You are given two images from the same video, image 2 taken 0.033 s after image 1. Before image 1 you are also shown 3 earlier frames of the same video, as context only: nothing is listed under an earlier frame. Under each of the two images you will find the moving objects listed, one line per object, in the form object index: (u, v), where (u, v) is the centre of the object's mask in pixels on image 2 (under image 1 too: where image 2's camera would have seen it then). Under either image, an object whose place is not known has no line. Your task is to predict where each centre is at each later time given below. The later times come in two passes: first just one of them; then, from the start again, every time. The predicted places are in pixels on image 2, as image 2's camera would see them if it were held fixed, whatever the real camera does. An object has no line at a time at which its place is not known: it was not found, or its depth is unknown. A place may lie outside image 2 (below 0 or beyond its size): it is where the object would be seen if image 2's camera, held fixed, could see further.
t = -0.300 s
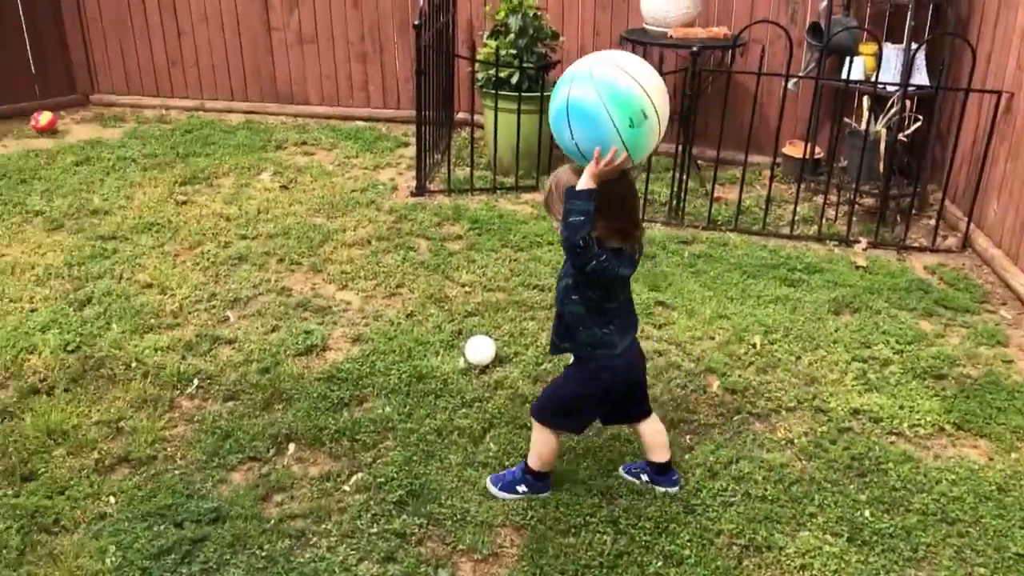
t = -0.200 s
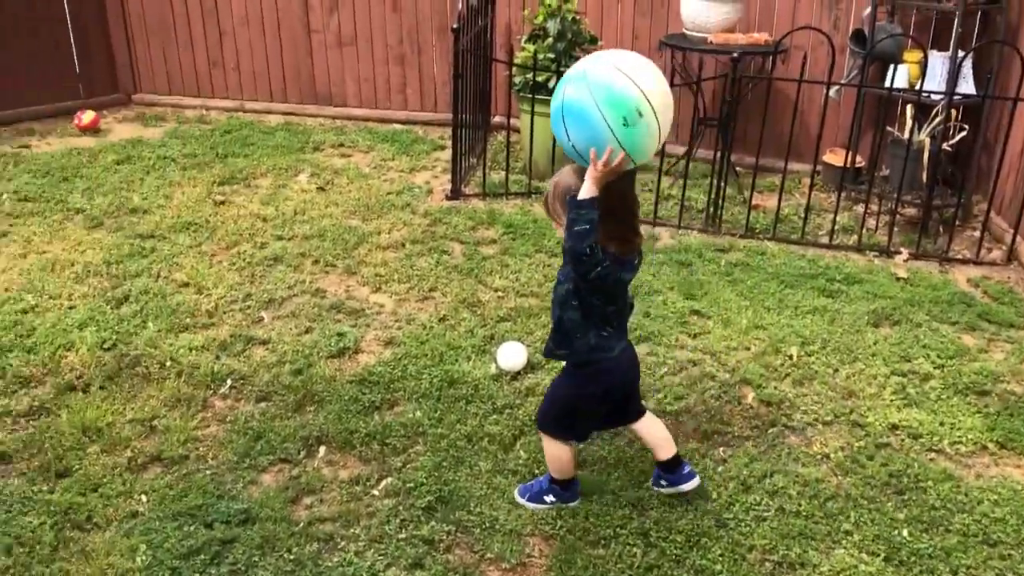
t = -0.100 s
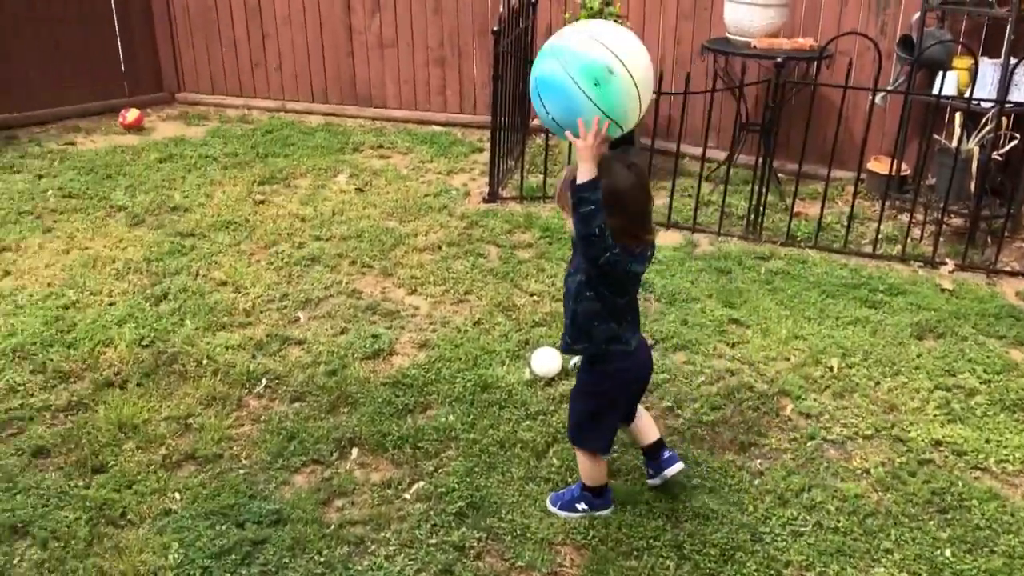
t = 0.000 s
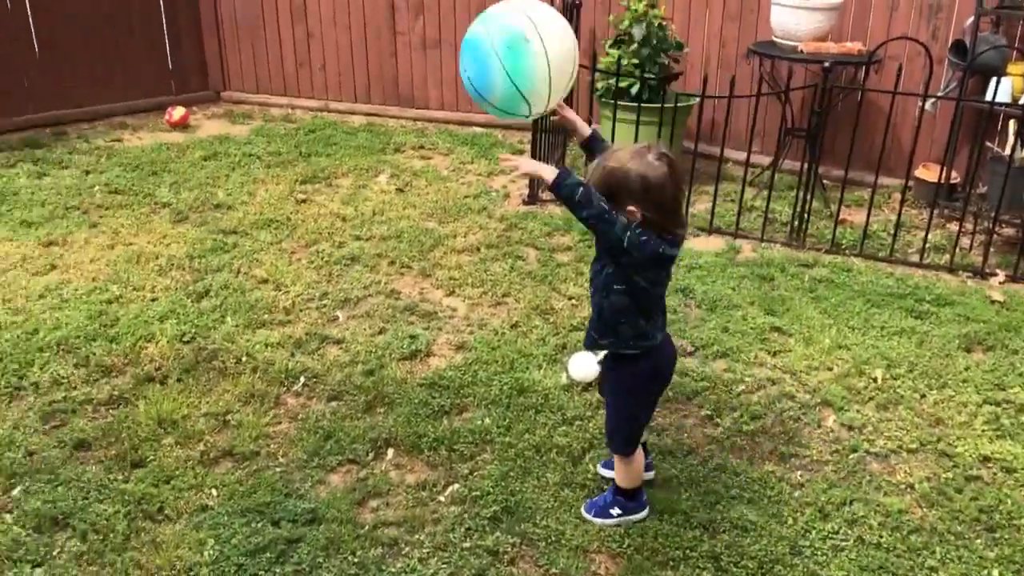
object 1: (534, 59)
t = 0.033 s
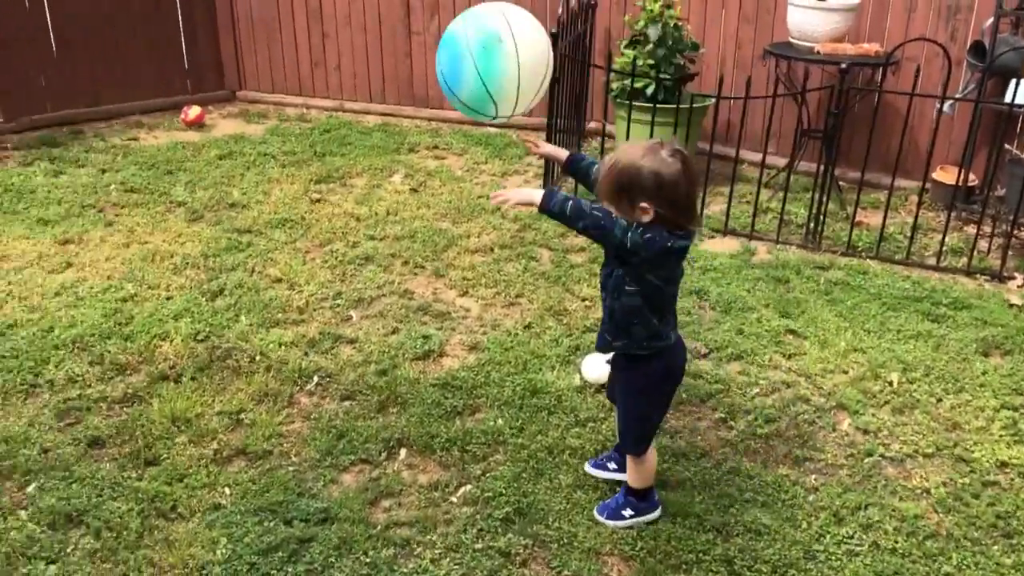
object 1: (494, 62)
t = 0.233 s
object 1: (298, 169)
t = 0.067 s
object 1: (456, 69)
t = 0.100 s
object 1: (420, 81)
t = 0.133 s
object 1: (387, 97)
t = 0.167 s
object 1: (355, 118)
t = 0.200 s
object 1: (325, 142)
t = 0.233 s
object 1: (298, 169)
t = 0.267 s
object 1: (272, 199)
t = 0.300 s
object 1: (248, 230)
